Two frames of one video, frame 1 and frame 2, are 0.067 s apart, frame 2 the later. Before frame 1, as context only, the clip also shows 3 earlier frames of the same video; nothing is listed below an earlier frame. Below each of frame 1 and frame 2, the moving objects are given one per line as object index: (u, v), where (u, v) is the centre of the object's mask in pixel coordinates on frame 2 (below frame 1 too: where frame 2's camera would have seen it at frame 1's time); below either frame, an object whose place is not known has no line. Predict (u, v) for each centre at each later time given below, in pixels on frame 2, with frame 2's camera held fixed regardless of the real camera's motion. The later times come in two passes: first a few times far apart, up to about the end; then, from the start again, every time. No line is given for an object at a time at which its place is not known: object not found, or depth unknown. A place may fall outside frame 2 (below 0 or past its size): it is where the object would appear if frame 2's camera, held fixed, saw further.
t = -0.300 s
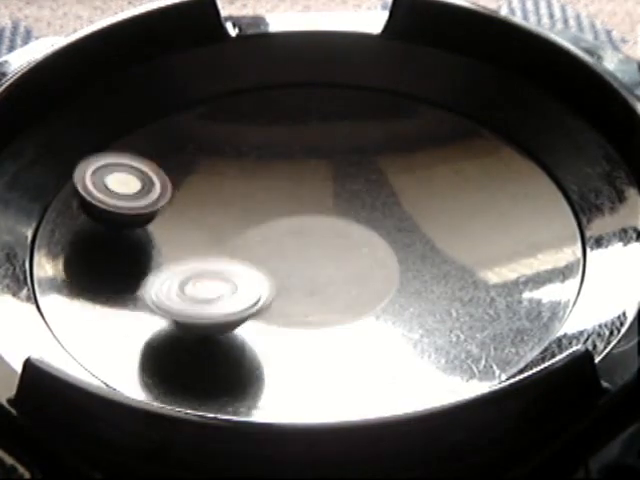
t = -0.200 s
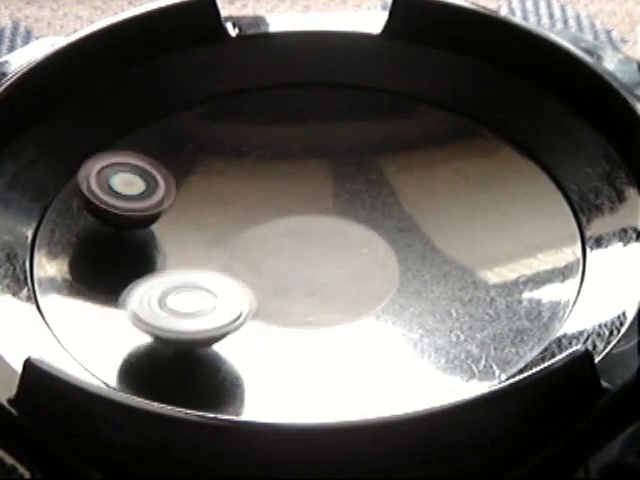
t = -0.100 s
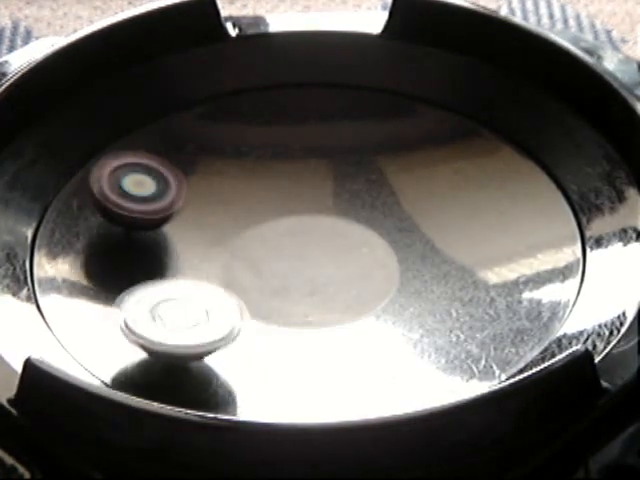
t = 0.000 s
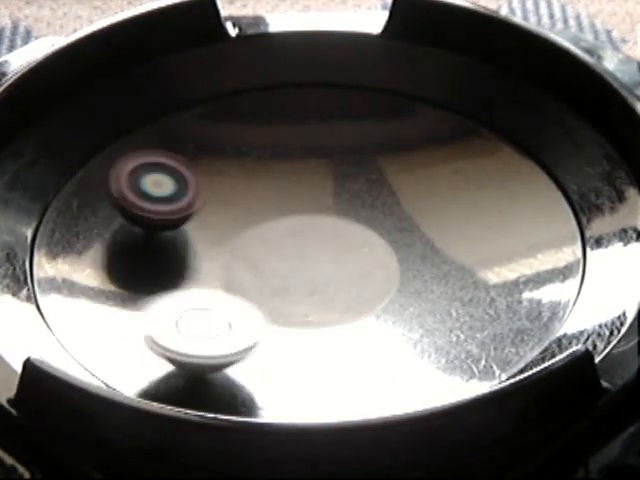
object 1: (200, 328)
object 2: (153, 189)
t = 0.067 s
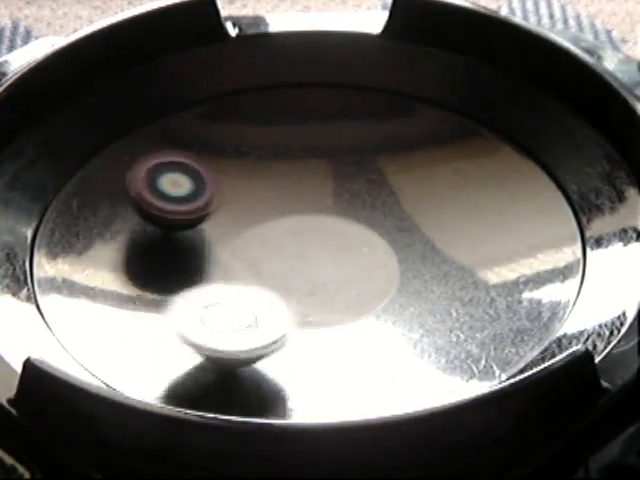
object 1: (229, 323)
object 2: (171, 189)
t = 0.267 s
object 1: (267, 263)
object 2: (234, 179)
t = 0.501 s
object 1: (269, 254)
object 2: (275, 106)
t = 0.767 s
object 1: (199, 220)
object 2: (310, 133)
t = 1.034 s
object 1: (250, 258)
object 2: (372, 191)
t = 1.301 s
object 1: (313, 197)
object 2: (446, 215)
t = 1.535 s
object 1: (259, 168)
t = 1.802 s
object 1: (249, 233)
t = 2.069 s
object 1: (203, 152)
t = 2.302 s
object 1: (146, 133)
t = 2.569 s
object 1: (141, 72)
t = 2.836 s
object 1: (330, 172)
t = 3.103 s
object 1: (447, 302)
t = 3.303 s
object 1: (388, 328)
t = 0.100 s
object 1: (242, 315)
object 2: (181, 189)
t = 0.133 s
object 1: (251, 305)
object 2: (190, 188)
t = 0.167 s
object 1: (259, 293)
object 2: (201, 188)
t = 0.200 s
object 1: (262, 281)
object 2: (212, 187)
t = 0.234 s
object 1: (264, 268)
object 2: (224, 187)
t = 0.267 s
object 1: (267, 263)
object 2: (234, 179)
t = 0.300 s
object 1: (271, 269)
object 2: (241, 156)
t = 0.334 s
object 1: (275, 272)
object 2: (249, 139)
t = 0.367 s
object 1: (277, 273)
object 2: (256, 128)
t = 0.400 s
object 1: (277, 271)
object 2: (263, 118)
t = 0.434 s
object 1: (276, 267)
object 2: (267, 113)
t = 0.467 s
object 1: (274, 262)
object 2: (271, 110)
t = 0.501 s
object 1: (269, 254)
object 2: (275, 106)
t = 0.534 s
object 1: (261, 247)
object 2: (278, 105)
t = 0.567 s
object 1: (254, 240)
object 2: (282, 106)
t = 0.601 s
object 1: (243, 233)
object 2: (285, 108)
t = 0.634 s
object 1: (232, 229)
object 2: (289, 111)
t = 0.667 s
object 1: (221, 223)
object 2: (293, 115)
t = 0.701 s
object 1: (212, 219)
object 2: (298, 121)
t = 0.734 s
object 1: (205, 218)
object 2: (303, 126)
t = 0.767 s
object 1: (199, 220)
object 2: (310, 133)
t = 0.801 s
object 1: (194, 224)
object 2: (316, 141)
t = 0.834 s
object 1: (191, 230)
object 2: (323, 149)
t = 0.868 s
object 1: (191, 238)
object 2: (330, 156)
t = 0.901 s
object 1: (196, 246)
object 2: (338, 164)
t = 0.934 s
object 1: (206, 253)
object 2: (348, 174)
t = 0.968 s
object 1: (221, 257)
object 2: (356, 180)
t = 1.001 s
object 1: (236, 259)
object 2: (364, 186)
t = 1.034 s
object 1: (250, 258)
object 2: (372, 191)
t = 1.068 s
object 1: (263, 254)
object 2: (379, 196)
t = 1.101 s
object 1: (276, 249)
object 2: (390, 201)
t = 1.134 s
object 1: (287, 241)
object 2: (400, 203)
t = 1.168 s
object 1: (297, 234)
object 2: (409, 208)
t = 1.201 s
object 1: (303, 225)
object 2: (419, 211)
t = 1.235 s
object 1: (308, 216)
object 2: (428, 213)
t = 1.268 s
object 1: (312, 208)
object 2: (439, 213)
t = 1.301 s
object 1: (313, 197)
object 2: (446, 215)
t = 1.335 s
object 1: (313, 189)
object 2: (454, 217)
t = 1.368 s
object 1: (311, 181)
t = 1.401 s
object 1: (306, 174)
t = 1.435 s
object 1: (297, 169)
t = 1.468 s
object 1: (286, 166)
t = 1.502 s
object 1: (273, 166)
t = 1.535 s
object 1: (259, 168)
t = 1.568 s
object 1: (247, 172)
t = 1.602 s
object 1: (236, 180)
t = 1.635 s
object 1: (230, 188)
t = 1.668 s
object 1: (227, 198)
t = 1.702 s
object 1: (227, 209)
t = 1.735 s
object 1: (231, 220)
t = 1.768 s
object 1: (238, 227)
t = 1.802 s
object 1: (249, 233)
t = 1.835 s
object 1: (262, 238)
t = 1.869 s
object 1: (275, 242)
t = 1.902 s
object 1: (290, 246)
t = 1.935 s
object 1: (305, 247)
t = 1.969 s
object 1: (288, 228)
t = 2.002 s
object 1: (256, 202)
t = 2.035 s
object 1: (227, 177)
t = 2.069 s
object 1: (203, 152)
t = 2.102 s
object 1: (181, 132)
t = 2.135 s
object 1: (162, 118)
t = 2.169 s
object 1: (146, 106)
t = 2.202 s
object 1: (137, 100)
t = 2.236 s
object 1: (136, 108)
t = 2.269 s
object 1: (140, 120)
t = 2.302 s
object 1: (146, 133)
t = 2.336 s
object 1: (155, 148)
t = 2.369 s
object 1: (166, 165)
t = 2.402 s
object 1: (178, 181)
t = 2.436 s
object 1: (193, 196)
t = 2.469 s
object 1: (207, 210)
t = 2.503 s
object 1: (187, 172)
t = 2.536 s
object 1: (159, 122)
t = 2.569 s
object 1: (141, 72)
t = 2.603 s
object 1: (151, 52)
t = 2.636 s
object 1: (173, 45)
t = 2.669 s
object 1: (198, 47)
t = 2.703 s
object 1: (220, 64)
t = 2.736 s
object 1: (245, 107)
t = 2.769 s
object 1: (275, 127)
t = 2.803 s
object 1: (306, 145)
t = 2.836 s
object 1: (330, 172)
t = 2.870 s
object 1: (351, 183)
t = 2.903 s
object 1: (377, 201)
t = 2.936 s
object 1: (396, 225)
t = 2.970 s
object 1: (416, 251)
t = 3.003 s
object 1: (435, 265)
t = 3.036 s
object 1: (440, 275)
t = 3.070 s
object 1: (446, 289)
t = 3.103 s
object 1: (447, 302)
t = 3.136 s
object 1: (450, 315)
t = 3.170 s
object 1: (441, 320)
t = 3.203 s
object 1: (432, 324)
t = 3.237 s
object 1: (422, 325)
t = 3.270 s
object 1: (409, 326)
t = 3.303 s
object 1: (388, 328)
